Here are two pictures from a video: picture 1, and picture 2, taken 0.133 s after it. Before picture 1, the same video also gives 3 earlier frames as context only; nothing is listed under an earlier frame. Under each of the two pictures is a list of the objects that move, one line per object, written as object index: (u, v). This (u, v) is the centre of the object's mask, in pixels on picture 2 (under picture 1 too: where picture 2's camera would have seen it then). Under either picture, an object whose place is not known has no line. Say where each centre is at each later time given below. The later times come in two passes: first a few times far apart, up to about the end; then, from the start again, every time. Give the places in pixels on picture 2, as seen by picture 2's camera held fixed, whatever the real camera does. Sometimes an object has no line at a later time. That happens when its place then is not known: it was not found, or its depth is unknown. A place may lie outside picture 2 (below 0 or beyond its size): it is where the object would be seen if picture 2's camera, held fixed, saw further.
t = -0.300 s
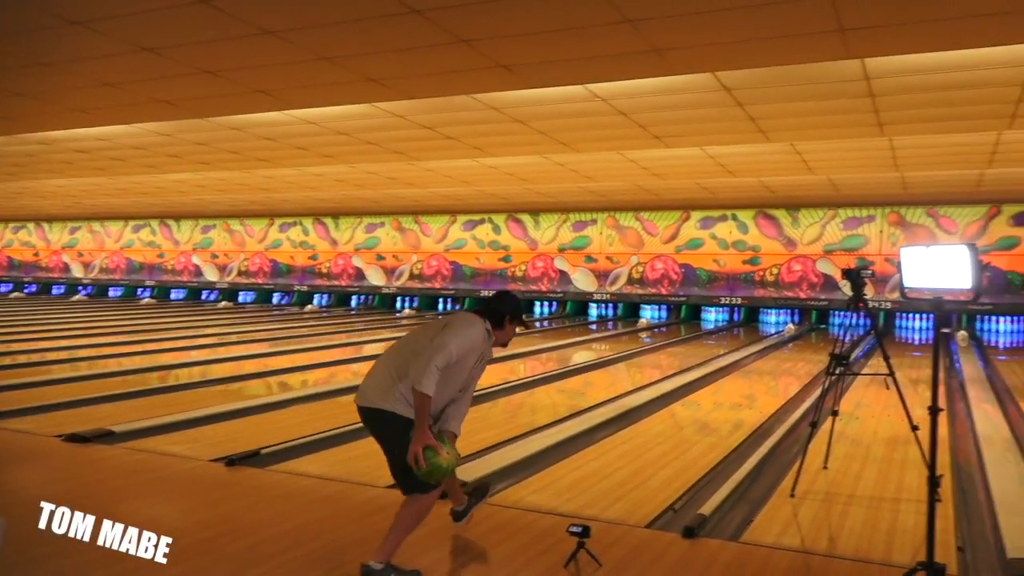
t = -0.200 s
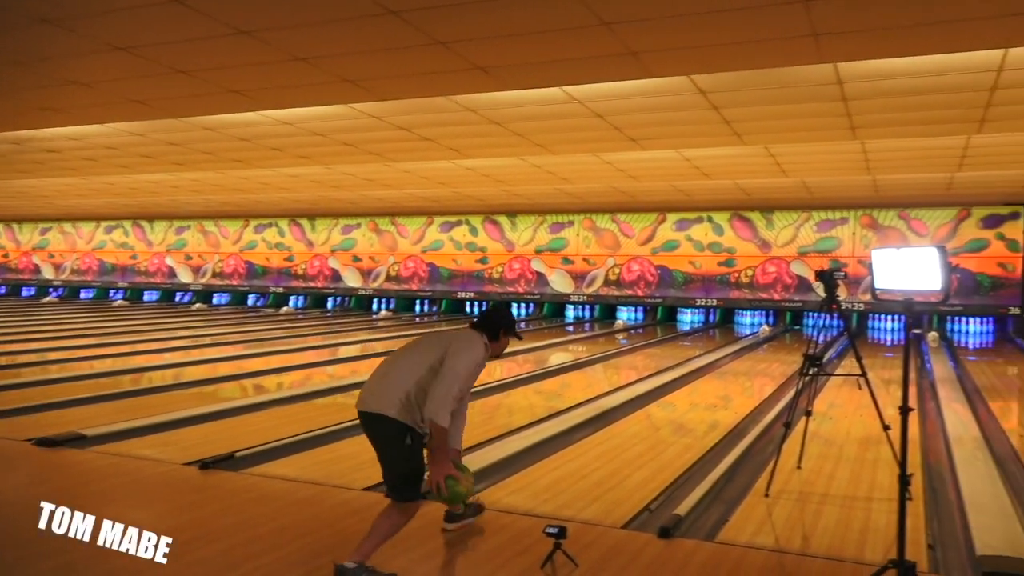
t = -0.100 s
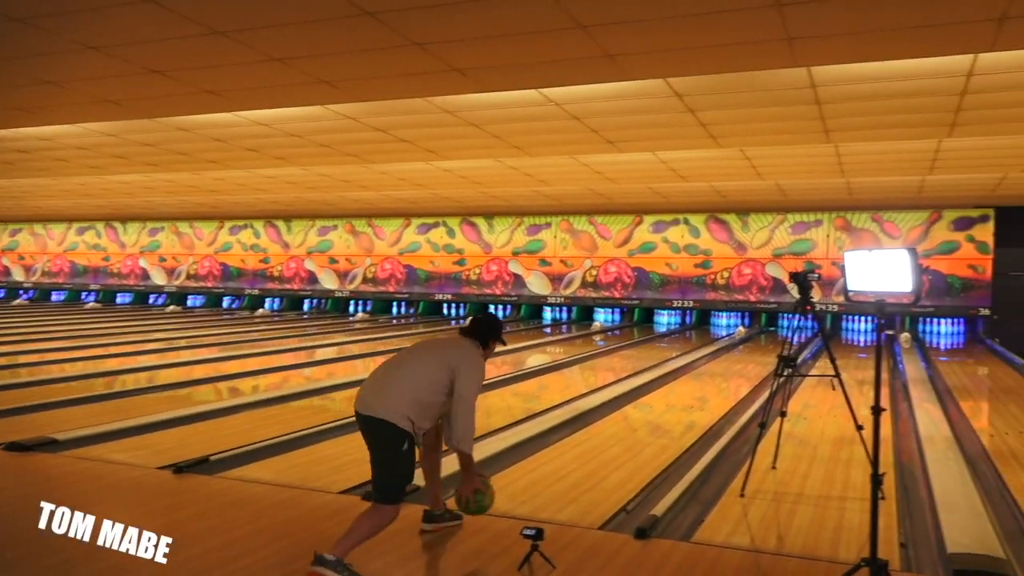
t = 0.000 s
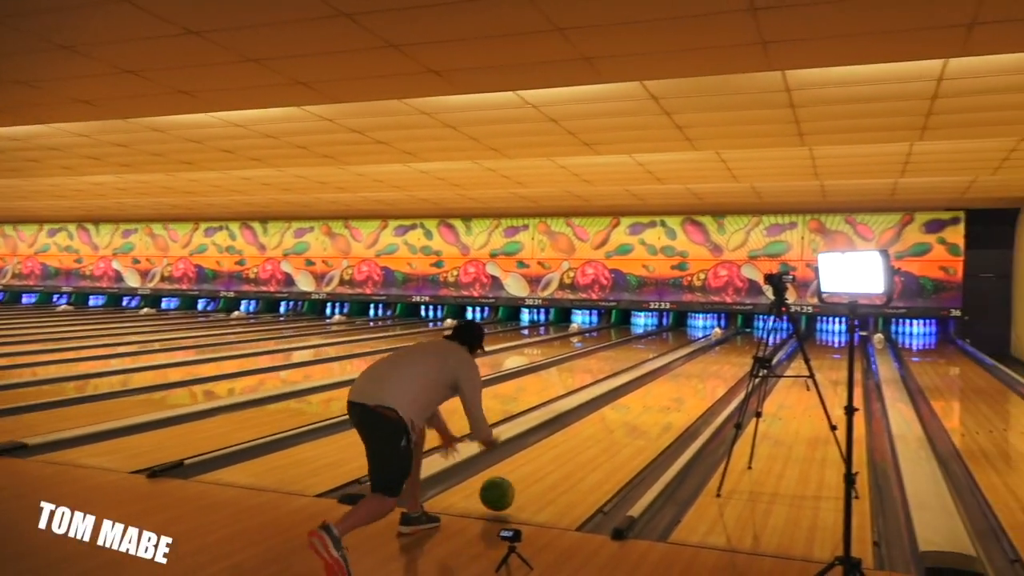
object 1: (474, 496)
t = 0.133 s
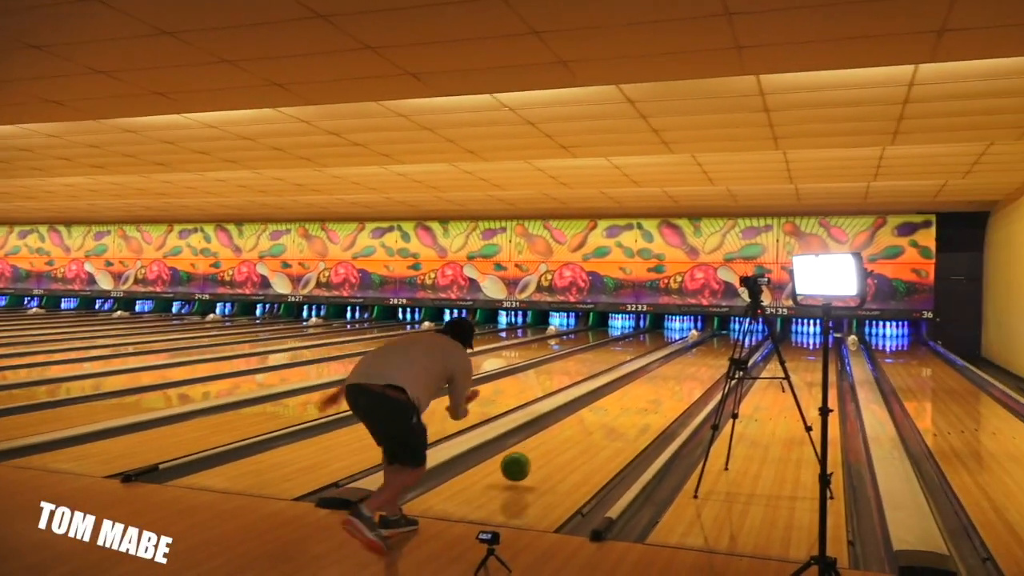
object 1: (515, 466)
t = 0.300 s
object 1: (550, 443)
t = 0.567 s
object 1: (585, 420)
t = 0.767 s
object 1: (606, 405)
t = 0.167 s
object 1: (524, 462)
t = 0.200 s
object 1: (531, 459)
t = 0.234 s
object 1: (538, 457)
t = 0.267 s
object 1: (544, 449)
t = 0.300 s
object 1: (550, 443)
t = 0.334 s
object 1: (555, 438)
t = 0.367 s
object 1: (560, 435)
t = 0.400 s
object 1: (565, 434)
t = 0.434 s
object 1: (569, 433)
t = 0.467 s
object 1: (573, 428)
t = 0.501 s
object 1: (577, 425)
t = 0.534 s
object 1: (581, 423)
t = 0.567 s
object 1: (585, 420)
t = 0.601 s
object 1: (589, 417)
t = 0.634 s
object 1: (593, 414)
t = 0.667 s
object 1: (596, 412)
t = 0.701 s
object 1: (599, 409)
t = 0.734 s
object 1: (603, 406)
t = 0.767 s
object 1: (606, 405)
